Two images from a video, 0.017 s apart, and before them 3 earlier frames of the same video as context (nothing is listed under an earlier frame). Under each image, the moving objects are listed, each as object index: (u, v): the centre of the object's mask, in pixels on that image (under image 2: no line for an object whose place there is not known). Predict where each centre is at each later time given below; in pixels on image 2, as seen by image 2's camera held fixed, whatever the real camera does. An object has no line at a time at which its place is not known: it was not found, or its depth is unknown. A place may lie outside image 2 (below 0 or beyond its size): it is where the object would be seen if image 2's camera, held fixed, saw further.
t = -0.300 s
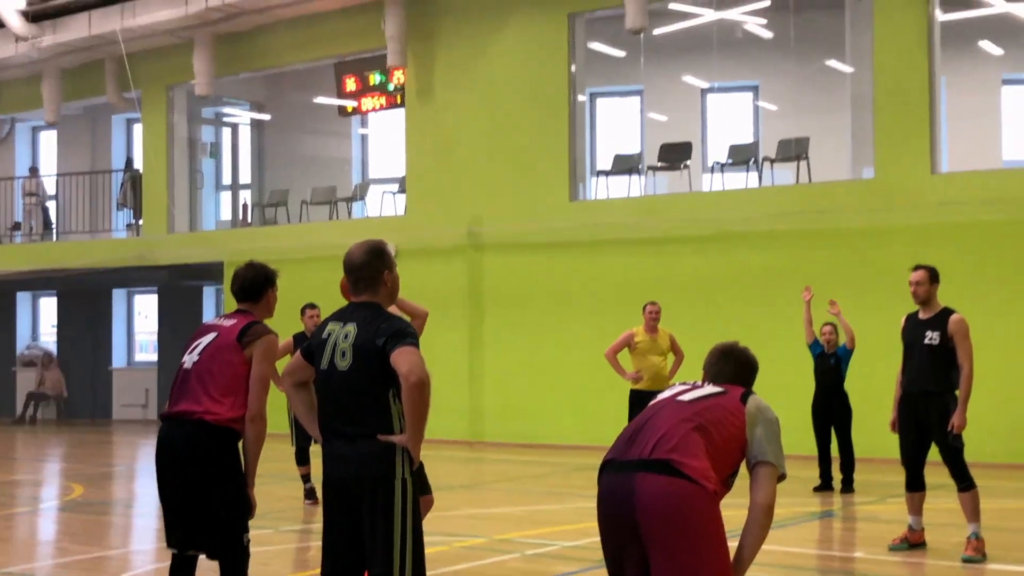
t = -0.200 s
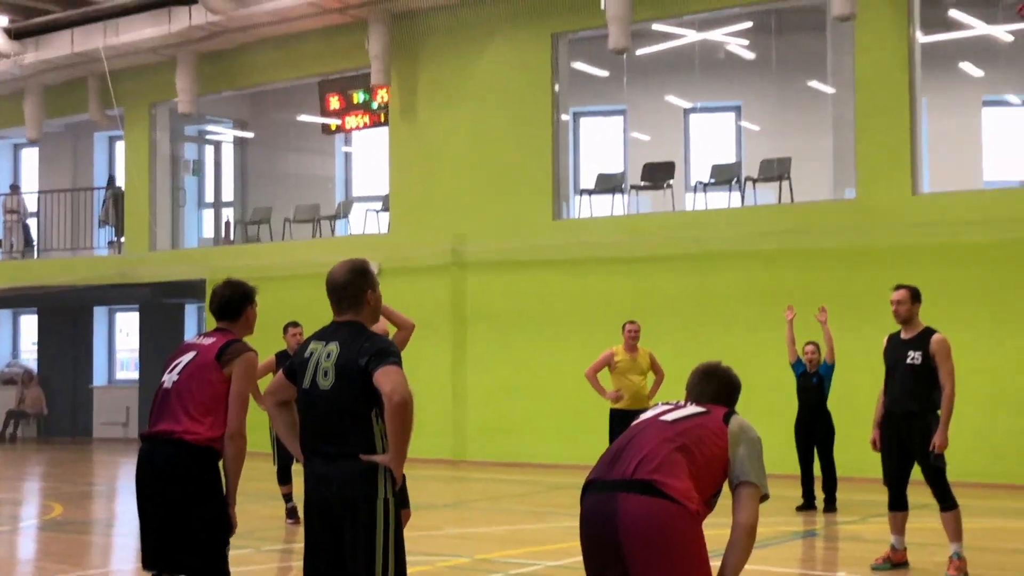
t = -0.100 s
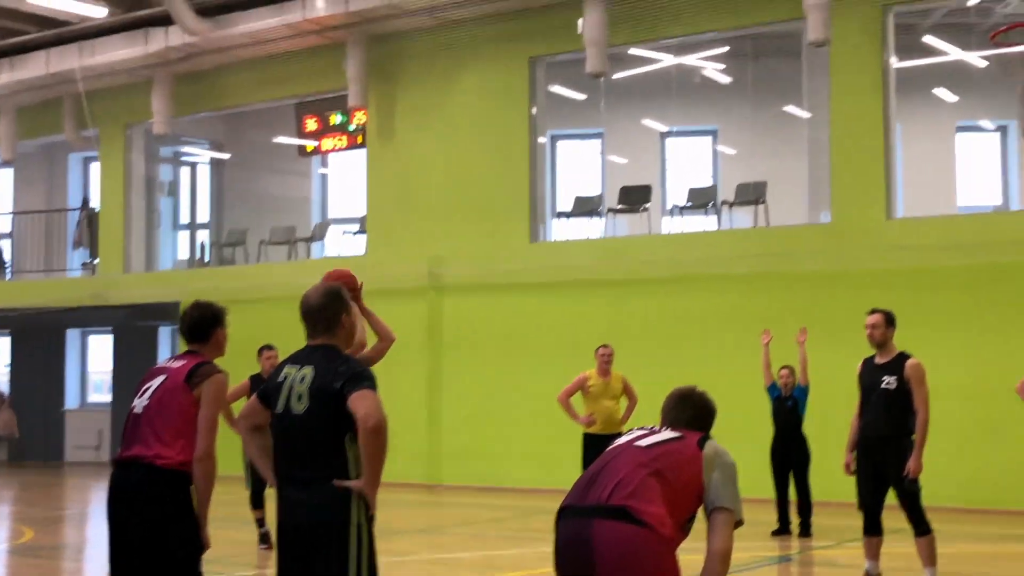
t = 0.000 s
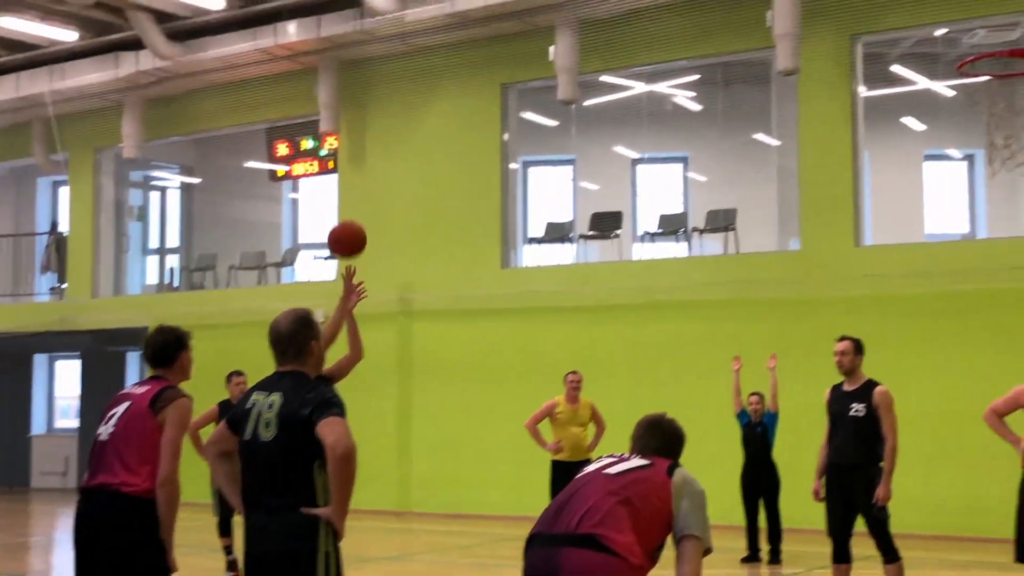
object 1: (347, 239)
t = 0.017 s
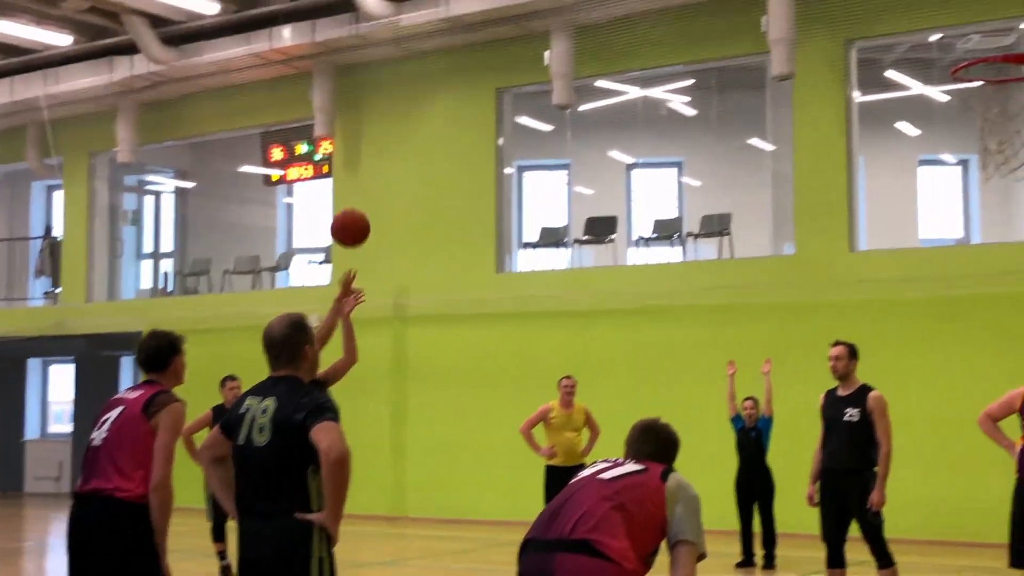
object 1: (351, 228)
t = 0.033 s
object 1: (361, 212)
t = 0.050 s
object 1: (371, 197)
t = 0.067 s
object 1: (382, 181)
